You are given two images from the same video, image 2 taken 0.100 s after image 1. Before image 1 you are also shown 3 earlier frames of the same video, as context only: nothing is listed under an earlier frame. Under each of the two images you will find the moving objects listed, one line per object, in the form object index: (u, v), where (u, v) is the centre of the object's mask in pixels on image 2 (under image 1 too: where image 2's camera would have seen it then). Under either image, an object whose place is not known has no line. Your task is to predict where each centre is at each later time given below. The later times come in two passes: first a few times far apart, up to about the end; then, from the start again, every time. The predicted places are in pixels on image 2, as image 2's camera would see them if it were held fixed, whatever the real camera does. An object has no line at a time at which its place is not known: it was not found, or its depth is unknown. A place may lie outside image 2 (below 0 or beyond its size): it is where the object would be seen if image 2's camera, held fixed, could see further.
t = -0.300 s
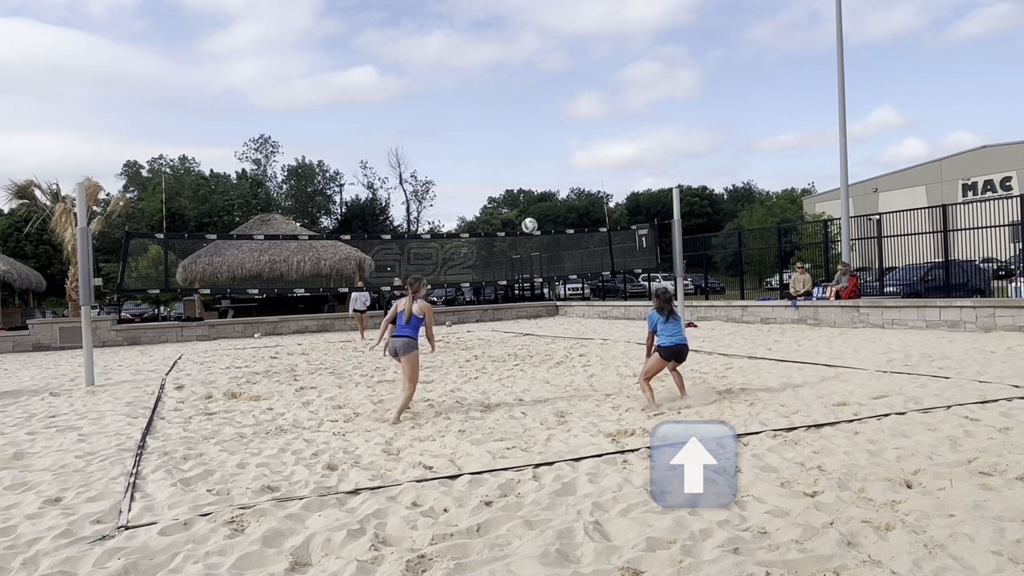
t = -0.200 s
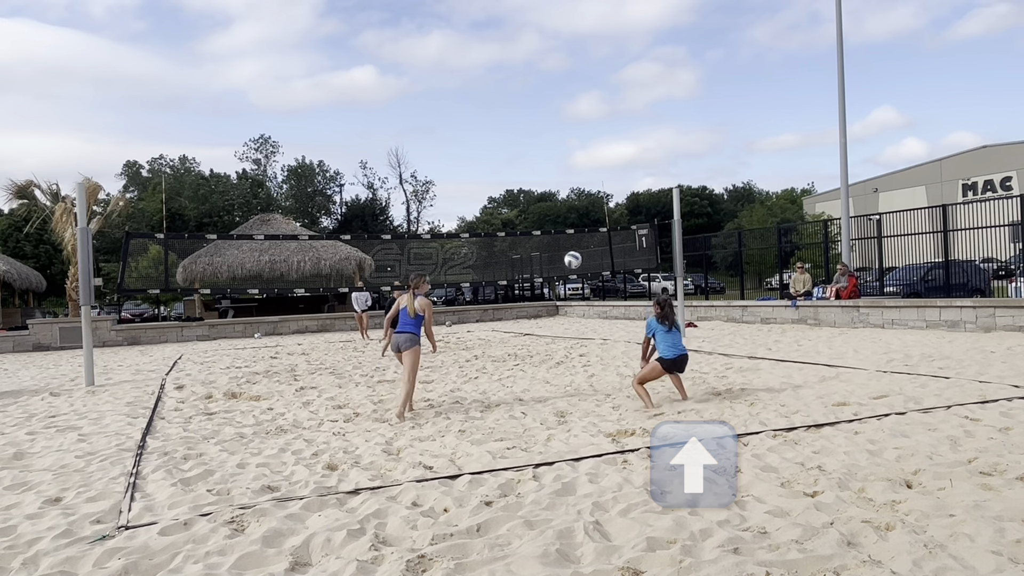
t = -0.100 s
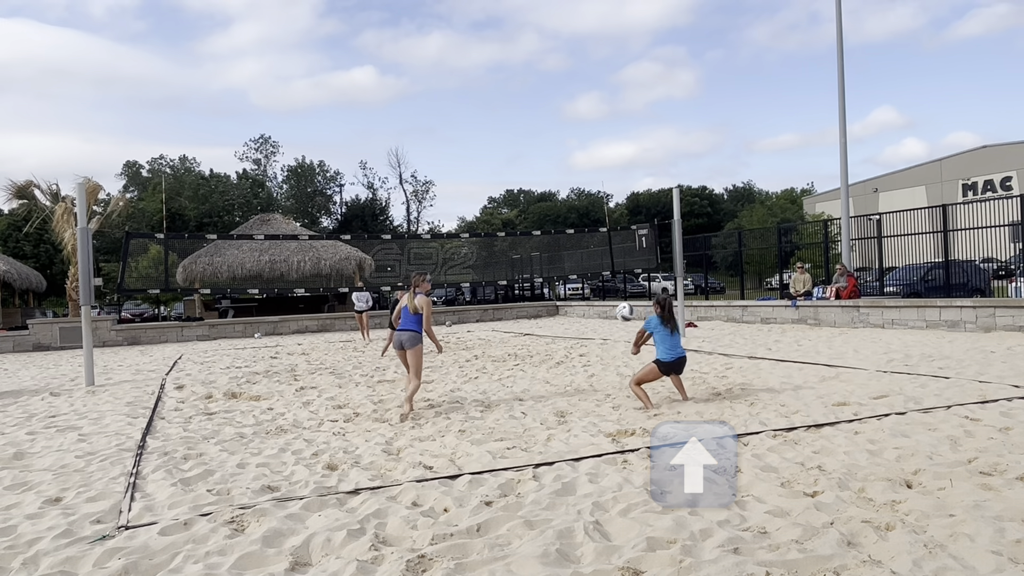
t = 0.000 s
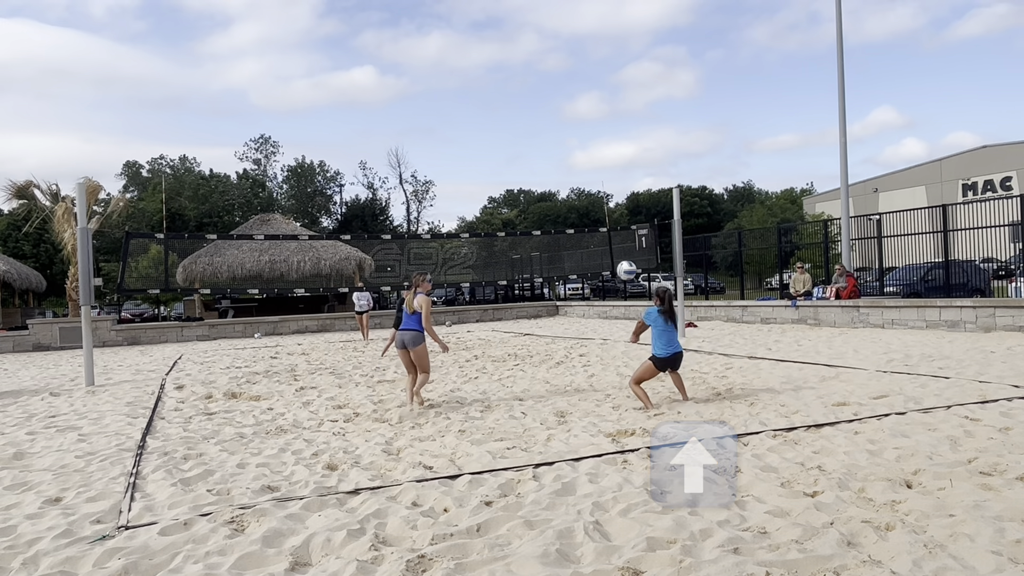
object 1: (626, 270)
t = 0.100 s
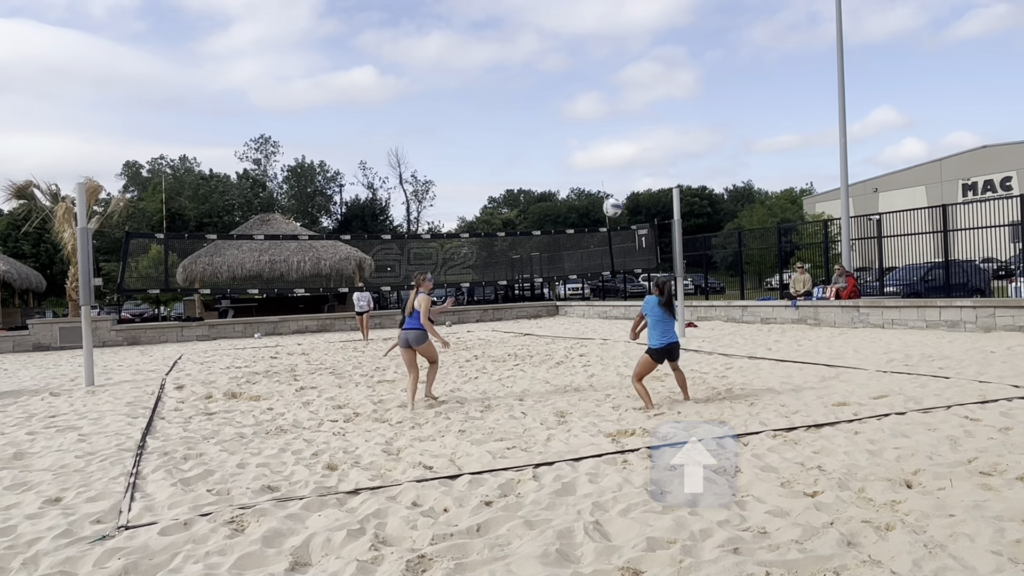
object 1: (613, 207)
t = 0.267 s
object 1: (592, 128)
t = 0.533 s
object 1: (565, 60)
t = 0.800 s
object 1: (544, 50)
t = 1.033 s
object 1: (528, 83)
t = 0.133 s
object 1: (608, 190)
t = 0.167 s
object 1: (604, 172)
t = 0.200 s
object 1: (600, 157)
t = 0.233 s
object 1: (596, 142)
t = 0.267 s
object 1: (592, 128)
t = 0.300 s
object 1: (588, 116)
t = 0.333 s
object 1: (585, 105)
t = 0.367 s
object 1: (581, 95)
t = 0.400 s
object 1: (578, 86)
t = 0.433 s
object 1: (575, 78)
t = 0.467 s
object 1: (571, 71)
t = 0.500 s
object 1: (568, 65)
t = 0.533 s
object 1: (565, 60)
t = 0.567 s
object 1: (562, 56)
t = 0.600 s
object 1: (559, 52)
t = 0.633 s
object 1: (557, 50)
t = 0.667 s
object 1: (554, 48)
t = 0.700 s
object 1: (552, 47)
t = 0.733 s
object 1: (549, 48)
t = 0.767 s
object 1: (546, 48)
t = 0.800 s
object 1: (544, 50)
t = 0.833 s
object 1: (541, 53)
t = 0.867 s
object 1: (539, 56)
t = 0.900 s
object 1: (537, 60)
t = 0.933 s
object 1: (535, 65)
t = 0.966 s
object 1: (532, 70)
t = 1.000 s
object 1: (531, 77)
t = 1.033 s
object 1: (528, 83)
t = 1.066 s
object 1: (526, 91)
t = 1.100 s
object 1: (525, 99)
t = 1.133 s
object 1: (523, 108)
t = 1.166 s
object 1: (521, 118)
